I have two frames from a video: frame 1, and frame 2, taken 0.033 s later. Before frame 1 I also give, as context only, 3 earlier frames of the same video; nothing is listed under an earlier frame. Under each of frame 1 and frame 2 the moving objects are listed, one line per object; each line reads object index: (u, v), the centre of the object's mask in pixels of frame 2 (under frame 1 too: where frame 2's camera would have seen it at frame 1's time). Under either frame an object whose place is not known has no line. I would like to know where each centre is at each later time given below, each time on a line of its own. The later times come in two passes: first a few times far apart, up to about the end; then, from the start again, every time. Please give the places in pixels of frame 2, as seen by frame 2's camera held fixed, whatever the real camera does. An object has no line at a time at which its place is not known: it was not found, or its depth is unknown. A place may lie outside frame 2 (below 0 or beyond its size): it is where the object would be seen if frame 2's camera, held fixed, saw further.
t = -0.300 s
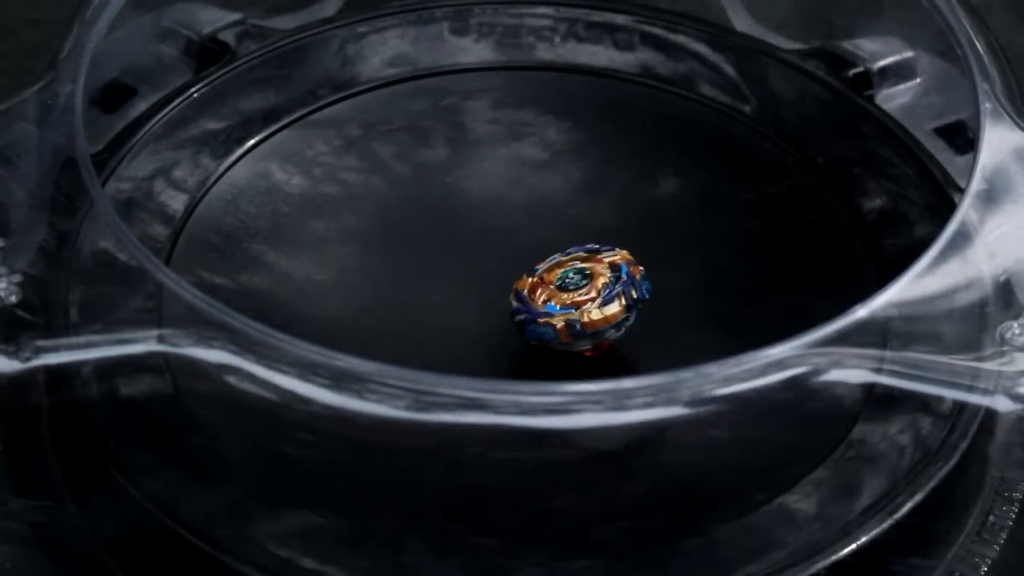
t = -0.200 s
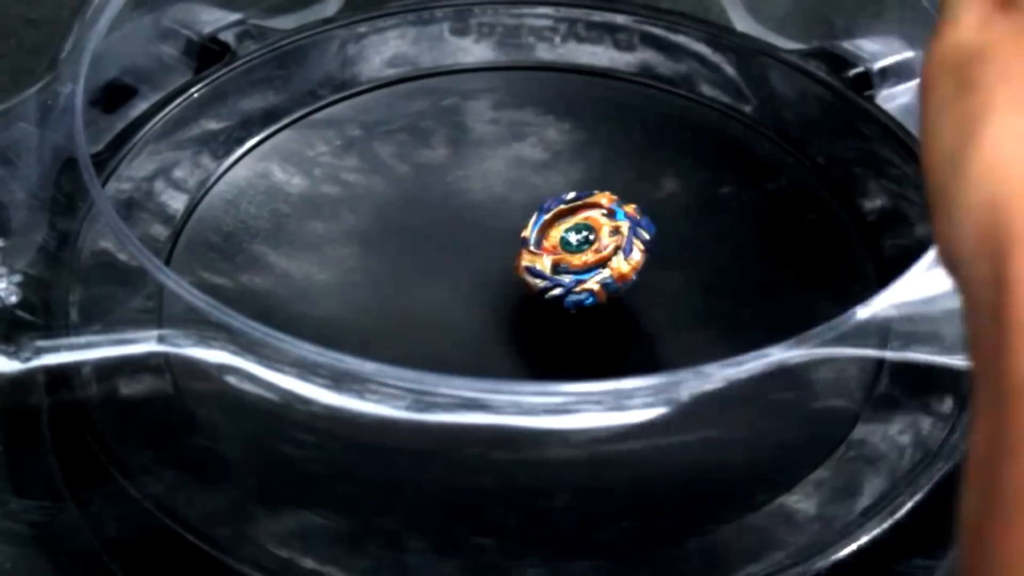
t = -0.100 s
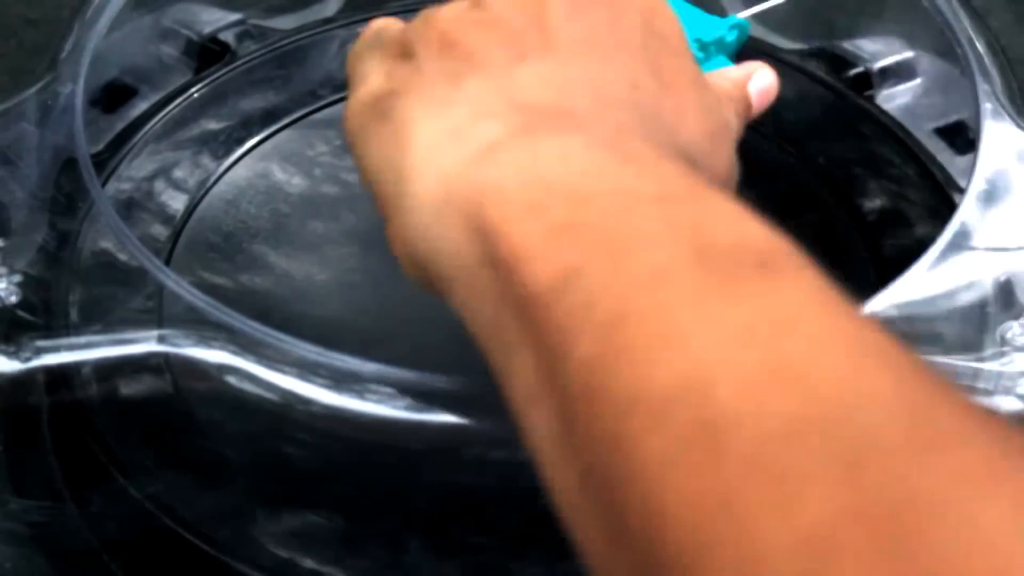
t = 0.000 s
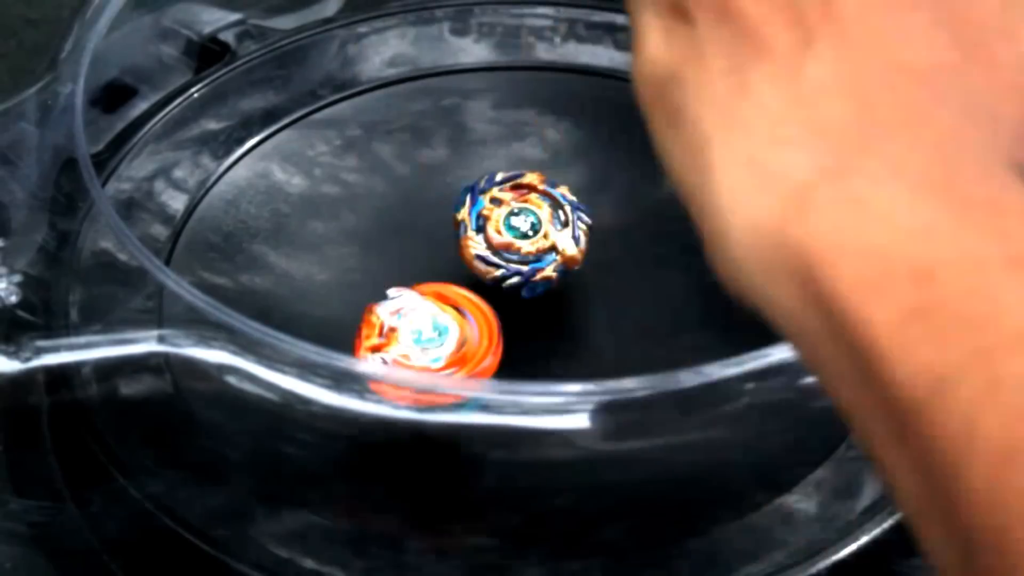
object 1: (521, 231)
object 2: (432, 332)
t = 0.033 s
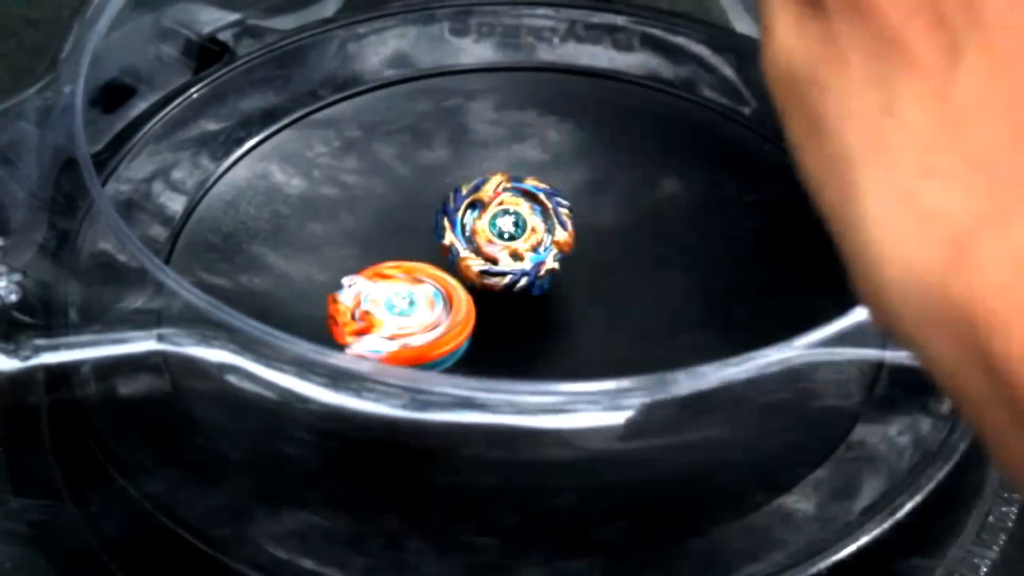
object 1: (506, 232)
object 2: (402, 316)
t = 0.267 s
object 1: (512, 287)
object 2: (260, 141)
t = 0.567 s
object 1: (583, 339)
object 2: (350, 246)
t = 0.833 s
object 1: (622, 315)
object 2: (477, 327)
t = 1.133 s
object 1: (698, 277)
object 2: (278, 266)
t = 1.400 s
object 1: (660, 282)
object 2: (354, 267)
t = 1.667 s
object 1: (679, 288)
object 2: (283, 270)
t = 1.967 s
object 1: (573, 291)
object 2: (375, 281)
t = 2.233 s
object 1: (567, 287)
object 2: (343, 199)
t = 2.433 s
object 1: (569, 295)
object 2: (397, 209)
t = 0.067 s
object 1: (503, 234)
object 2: (383, 264)
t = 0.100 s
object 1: (489, 241)
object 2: (362, 234)
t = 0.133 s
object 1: (478, 250)
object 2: (339, 227)
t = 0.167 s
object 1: (489, 257)
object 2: (304, 212)
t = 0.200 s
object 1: (498, 265)
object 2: (284, 177)
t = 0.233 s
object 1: (505, 276)
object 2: (268, 162)
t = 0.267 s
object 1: (512, 287)
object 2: (260, 141)
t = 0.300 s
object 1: (517, 299)
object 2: (255, 128)
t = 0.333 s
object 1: (527, 311)
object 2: (254, 123)
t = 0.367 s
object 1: (537, 323)
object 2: (256, 126)
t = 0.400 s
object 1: (547, 331)
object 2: (263, 134)
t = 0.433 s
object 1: (555, 336)
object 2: (273, 149)
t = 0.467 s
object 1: (565, 339)
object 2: (287, 170)
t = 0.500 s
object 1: (574, 341)
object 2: (306, 194)
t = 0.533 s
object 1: (581, 341)
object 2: (326, 219)
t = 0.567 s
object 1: (583, 339)
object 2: (350, 246)
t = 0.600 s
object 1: (585, 338)
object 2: (376, 273)
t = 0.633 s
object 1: (587, 333)
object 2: (401, 296)
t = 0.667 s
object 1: (587, 330)
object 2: (427, 314)
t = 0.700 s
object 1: (597, 326)
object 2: (445, 323)
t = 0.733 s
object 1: (612, 321)
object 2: (452, 327)
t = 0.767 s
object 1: (619, 318)
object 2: (459, 330)
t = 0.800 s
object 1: (620, 316)
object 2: (471, 329)
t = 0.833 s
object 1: (622, 315)
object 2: (477, 327)
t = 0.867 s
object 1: (668, 306)
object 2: (430, 319)
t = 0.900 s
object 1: (703, 299)
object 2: (383, 307)
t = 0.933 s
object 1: (729, 289)
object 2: (347, 297)
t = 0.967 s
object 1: (745, 283)
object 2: (313, 287)
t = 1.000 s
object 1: (746, 278)
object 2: (293, 277)
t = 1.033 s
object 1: (741, 275)
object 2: (275, 270)
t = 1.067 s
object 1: (730, 274)
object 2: (269, 265)
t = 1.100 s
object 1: (714, 275)
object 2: (268, 265)
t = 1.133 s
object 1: (698, 277)
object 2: (278, 266)
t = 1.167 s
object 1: (678, 280)
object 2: (295, 267)
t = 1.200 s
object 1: (659, 283)
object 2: (318, 272)
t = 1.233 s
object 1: (637, 282)
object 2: (346, 275)
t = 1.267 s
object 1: (612, 282)
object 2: (376, 278)
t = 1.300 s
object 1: (588, 281)
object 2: (411, 283)
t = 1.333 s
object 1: (587, 281)
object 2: (419, 282)
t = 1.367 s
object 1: (627, 281)
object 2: (384, 274)
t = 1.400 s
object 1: (660, 282)
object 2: (354, 267)
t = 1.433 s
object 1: (690, 282)
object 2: (329, 259)
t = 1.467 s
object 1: (702, 280)
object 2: (312, 255)
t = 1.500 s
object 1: (710, 283)
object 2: (296, 253)
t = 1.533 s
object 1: (709, 284)
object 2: (284, 254)
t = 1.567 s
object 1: (705, 284)
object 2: (278, 254)
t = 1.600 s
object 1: (699, 284)
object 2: (275, 259)
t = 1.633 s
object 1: (689, 286)
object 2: (278, 264)
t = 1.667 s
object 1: (679, 288)
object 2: (283, 270)
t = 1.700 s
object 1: (666, 291)
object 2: (292, 277)
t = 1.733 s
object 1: (654, 294)
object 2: (307, 285)
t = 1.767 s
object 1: (638, 295)
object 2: (323, 292)
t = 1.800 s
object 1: (621, 293)
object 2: (339, 299)
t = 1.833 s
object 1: (600, 293)
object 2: (359, 303)
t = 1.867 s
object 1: (579, 292)
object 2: (379, 305)
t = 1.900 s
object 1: (554, 292)
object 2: (402, 303)
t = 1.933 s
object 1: (560, 291)
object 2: (392, 294)
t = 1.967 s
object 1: (573, 291)
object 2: (375, 281)
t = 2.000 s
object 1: (585, 290)
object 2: (364, 267)
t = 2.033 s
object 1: (588, 289)
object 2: (356, 254)
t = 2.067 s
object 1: (590, 288)
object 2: (350, 241)
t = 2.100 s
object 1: (585, 287)
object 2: (344, 228)
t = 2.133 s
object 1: (581, 286)
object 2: (340, 217)
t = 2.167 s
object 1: (575, 285)
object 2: (340, 209)
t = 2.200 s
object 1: (572, 286)
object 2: (341, 203)
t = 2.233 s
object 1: (567, 287)
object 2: (343, 199)
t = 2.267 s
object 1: (566, 289)
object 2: (348, 196)
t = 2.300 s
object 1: (565, 291)
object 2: (354, 196)
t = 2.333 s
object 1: (564, 292)
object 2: (362, 197)
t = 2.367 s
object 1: (566, 295)
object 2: (372, 200)
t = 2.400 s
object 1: (566, 295)
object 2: (384, 204)
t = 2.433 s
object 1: (569, 295)
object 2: (397, 209)
